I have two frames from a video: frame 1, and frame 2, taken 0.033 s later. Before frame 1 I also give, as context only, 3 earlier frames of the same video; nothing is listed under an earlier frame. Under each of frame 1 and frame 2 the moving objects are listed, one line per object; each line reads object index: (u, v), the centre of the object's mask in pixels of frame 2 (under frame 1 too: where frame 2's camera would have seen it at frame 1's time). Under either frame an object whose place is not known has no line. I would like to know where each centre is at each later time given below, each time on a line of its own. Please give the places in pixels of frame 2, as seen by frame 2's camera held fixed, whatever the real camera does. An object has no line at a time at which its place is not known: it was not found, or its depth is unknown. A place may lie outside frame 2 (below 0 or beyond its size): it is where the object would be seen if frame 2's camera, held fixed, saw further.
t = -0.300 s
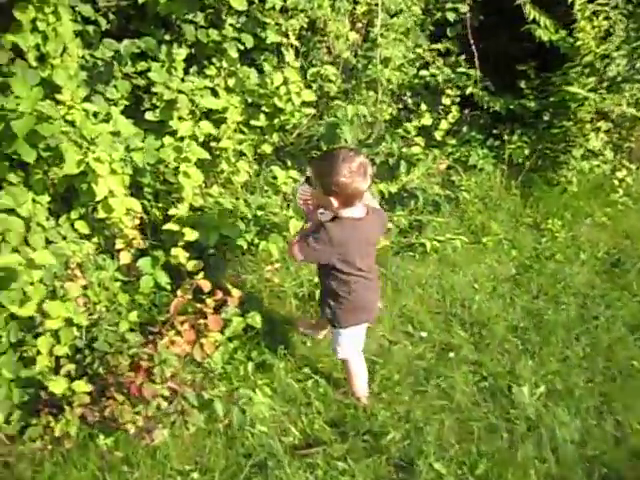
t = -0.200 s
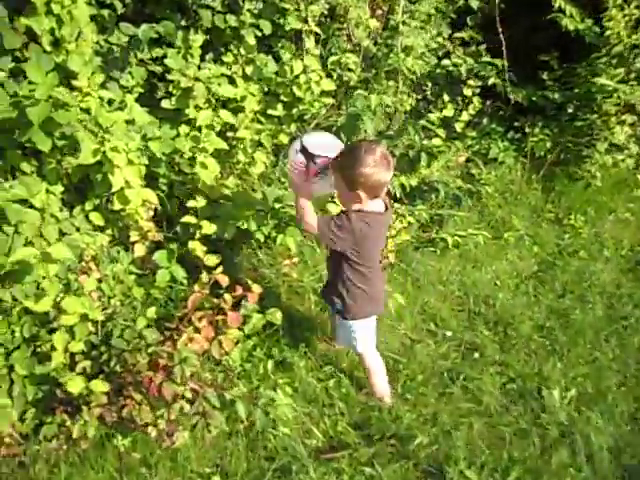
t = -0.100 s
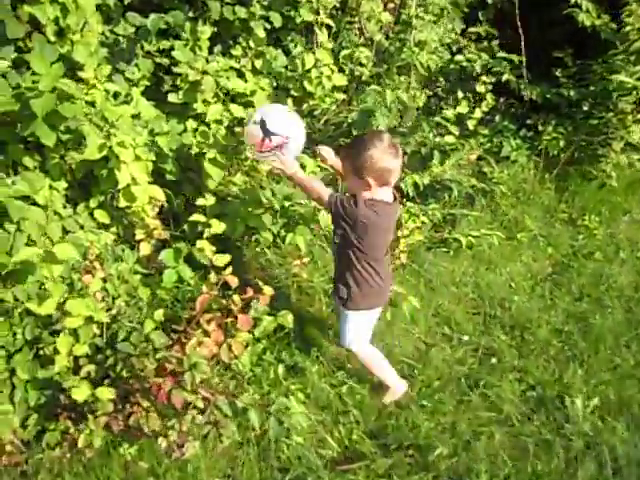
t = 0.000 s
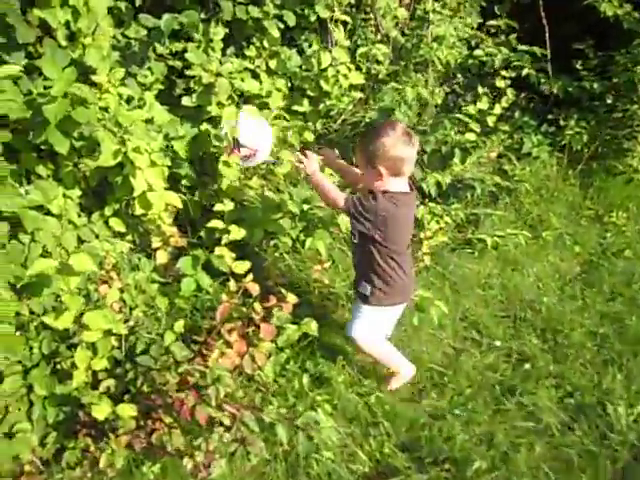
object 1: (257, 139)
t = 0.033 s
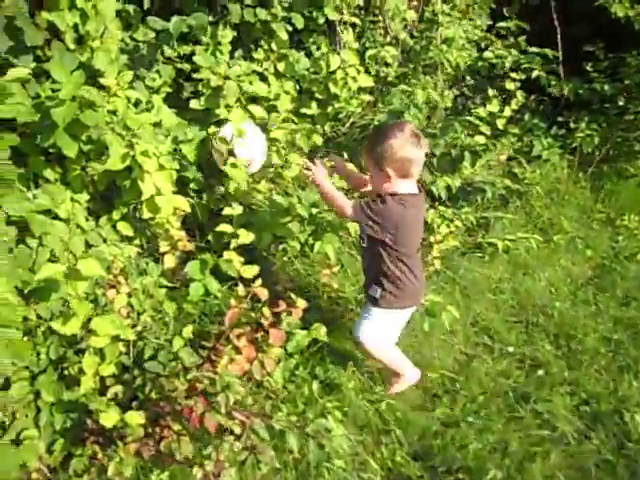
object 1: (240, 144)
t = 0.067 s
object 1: (226, 153)
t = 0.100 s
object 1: (214, 164)
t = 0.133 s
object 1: (211, 172)
